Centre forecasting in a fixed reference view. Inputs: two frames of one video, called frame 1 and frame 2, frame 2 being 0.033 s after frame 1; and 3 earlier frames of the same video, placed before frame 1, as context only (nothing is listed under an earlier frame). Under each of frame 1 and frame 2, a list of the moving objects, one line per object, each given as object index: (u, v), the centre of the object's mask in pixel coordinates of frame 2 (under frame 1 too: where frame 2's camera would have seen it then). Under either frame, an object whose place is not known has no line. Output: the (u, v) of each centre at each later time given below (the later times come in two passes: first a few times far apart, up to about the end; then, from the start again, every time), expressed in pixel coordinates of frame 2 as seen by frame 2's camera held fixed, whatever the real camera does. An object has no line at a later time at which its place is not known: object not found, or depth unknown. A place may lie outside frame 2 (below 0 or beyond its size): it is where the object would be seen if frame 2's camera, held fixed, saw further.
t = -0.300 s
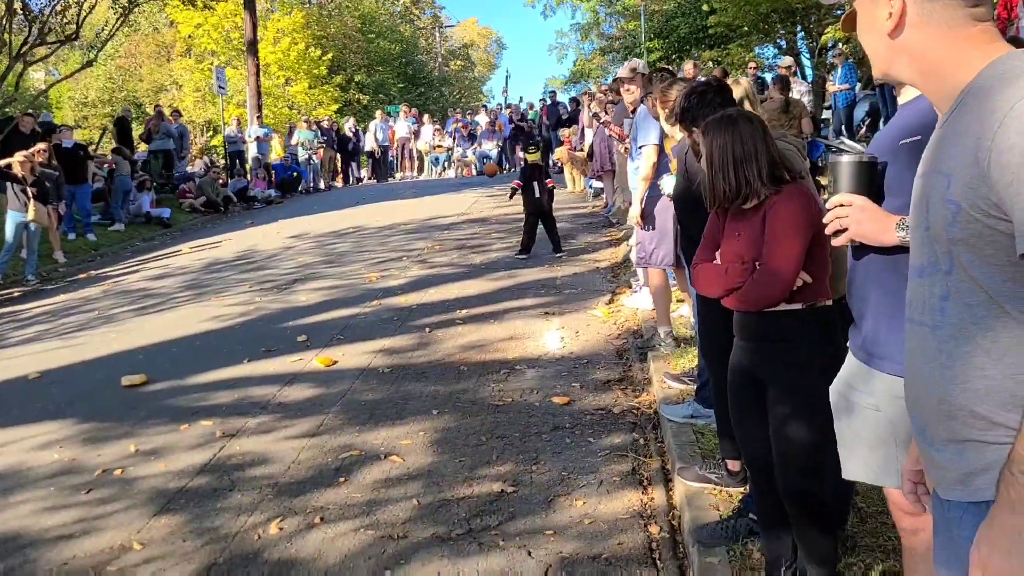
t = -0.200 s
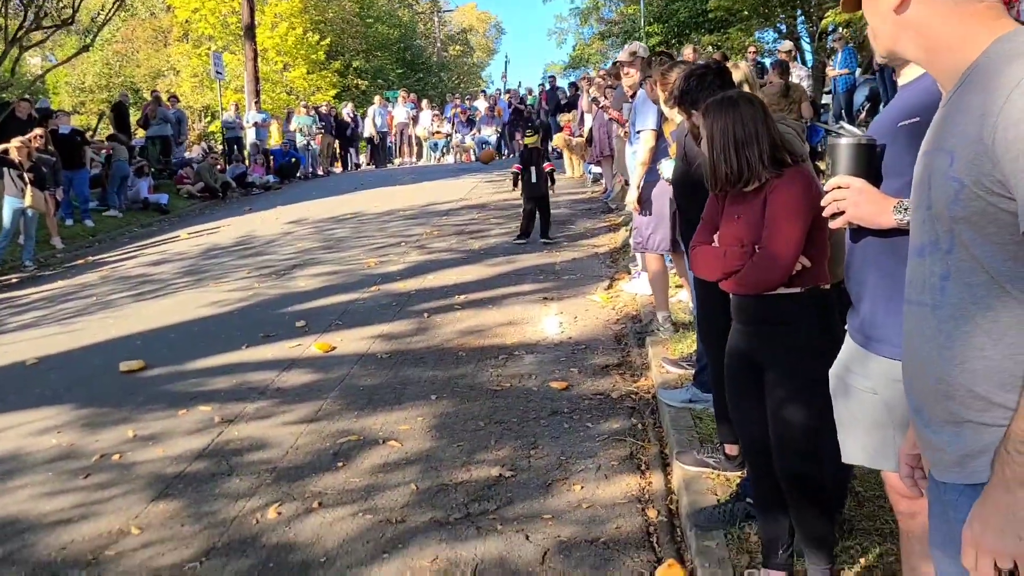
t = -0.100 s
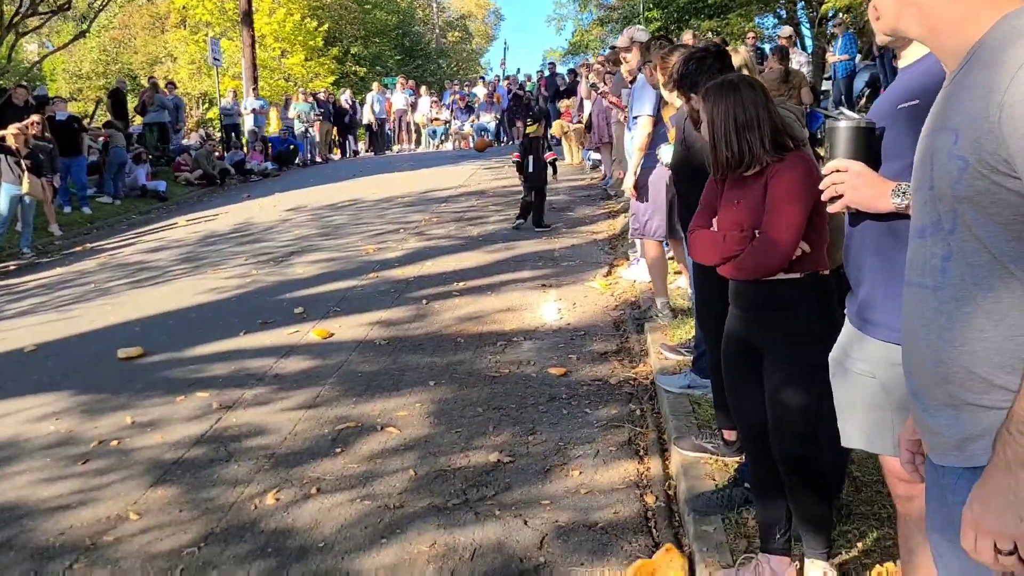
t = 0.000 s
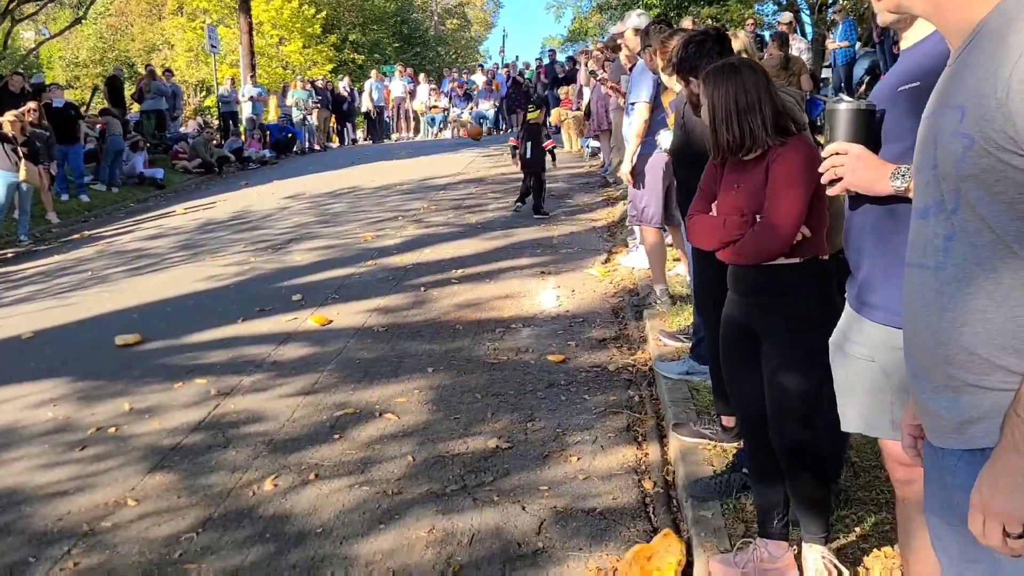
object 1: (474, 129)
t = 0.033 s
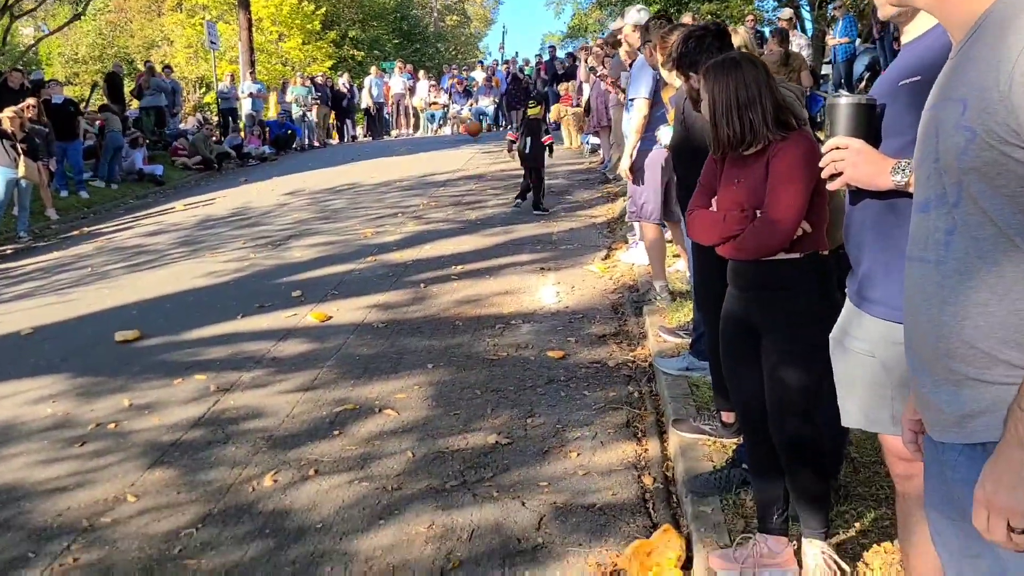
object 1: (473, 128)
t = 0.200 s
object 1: (465, 132)
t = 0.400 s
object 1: (454, 131)
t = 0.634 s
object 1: (438, 138)
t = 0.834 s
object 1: (422, 140)
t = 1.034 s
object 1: (403, 143)
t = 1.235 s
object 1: (384, 148)
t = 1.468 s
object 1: (358, 151)
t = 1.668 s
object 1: (333, 165)
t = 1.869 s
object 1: (311, 159)
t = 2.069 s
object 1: (286, 184)
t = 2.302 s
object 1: (244, 194)
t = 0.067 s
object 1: (471, 129)
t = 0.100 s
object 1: (470, 130)
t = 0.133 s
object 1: (468, 132)
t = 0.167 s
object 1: (467, 132)
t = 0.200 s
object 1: (465, 132)
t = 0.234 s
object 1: (464, 133)
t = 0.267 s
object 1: (462, 134)
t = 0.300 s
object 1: (462, 136)
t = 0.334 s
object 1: (460, 134)
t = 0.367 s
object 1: (456, 132)
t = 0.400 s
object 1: (454, 131)
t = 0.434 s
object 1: (453, 130)
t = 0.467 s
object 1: (450, 130)
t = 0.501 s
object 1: (447, 130)
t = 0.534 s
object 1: (445, 131)
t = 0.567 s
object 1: (443, 133)
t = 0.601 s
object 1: (440, 135)
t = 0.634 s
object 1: (438, 138)
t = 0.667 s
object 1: (436, 142)
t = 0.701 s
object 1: (434, 141)
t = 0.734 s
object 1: (431, 139)
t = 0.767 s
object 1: (428, 139)
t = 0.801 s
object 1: (425, 139)
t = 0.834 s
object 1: (422, 140)
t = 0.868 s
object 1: (419, 142)
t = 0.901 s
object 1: (416, 143)
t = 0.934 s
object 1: (413, 147)
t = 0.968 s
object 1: (409, 147)
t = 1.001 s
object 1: (407, 145)
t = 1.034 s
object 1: (403, 143)
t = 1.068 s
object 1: (400, 143)
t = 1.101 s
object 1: (397, 142)
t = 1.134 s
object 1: (394, 142)
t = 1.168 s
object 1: (391, 143)
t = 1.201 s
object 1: (388, 145)
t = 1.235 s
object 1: (384, 148)
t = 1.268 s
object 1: (380, 152)
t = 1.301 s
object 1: (377, 154)
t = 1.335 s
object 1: (373, 152)
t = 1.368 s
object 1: (370, 151)
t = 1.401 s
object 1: (366, 150)
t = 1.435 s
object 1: (362, 150)
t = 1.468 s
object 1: (358, 151)
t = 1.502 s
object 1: (354, 152)
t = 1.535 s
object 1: (350, 155)
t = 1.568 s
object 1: (345, 158)
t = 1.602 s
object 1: (342, 162)
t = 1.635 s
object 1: (337, 167)
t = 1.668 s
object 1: (333, 165)
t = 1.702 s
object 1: (330, 161)
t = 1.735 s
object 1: (326, 159)
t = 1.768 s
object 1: (323, 159)
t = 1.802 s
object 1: (318, 158)
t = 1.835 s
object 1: (314, 158)
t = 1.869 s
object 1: (311, 159)
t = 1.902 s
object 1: (307, 161)
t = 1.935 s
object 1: (303, 164)
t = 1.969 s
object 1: (299, 167)
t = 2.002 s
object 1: (295, 172)
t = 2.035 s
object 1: (290, 178)
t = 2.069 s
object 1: (286, 184)
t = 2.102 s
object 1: (280, 185)
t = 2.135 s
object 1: (275, 186)
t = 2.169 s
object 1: (269, 189)
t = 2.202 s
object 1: (264, 191)
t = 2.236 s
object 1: (258, 193)
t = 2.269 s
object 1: (251, 195)
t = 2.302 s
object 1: (244, 194)
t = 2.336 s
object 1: (237, 195)
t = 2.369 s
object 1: (230, 196)
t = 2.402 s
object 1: (223, 198)
